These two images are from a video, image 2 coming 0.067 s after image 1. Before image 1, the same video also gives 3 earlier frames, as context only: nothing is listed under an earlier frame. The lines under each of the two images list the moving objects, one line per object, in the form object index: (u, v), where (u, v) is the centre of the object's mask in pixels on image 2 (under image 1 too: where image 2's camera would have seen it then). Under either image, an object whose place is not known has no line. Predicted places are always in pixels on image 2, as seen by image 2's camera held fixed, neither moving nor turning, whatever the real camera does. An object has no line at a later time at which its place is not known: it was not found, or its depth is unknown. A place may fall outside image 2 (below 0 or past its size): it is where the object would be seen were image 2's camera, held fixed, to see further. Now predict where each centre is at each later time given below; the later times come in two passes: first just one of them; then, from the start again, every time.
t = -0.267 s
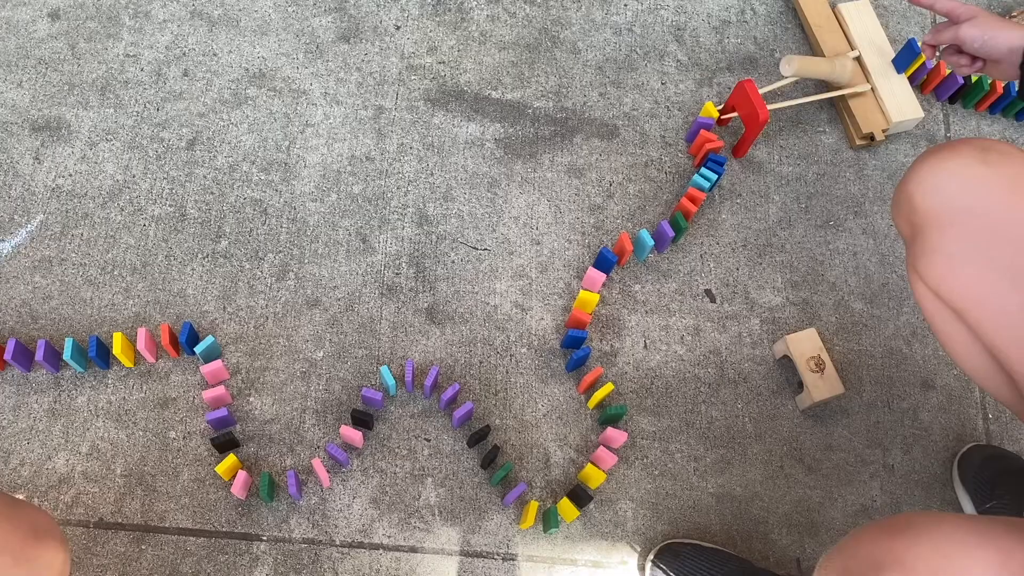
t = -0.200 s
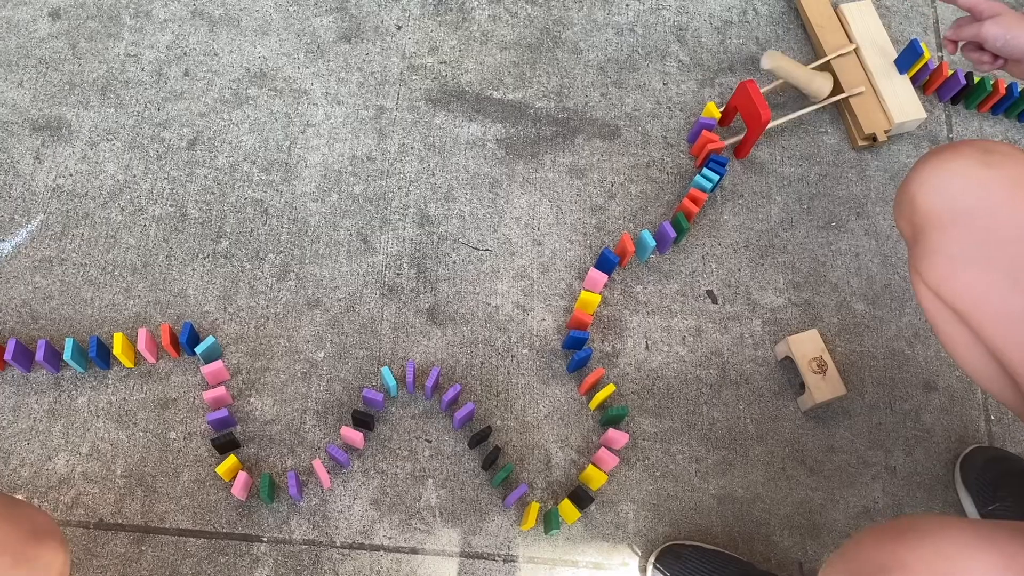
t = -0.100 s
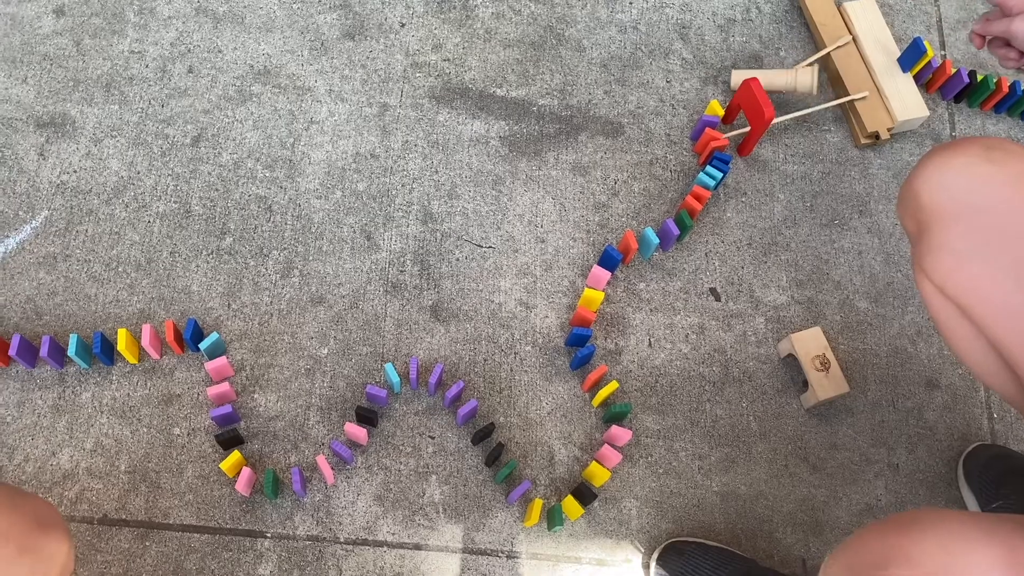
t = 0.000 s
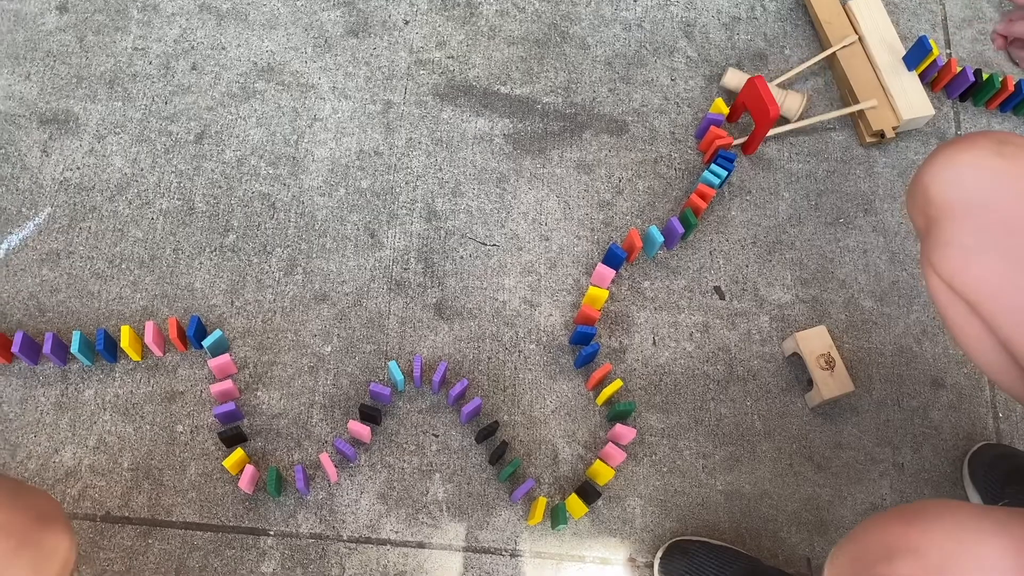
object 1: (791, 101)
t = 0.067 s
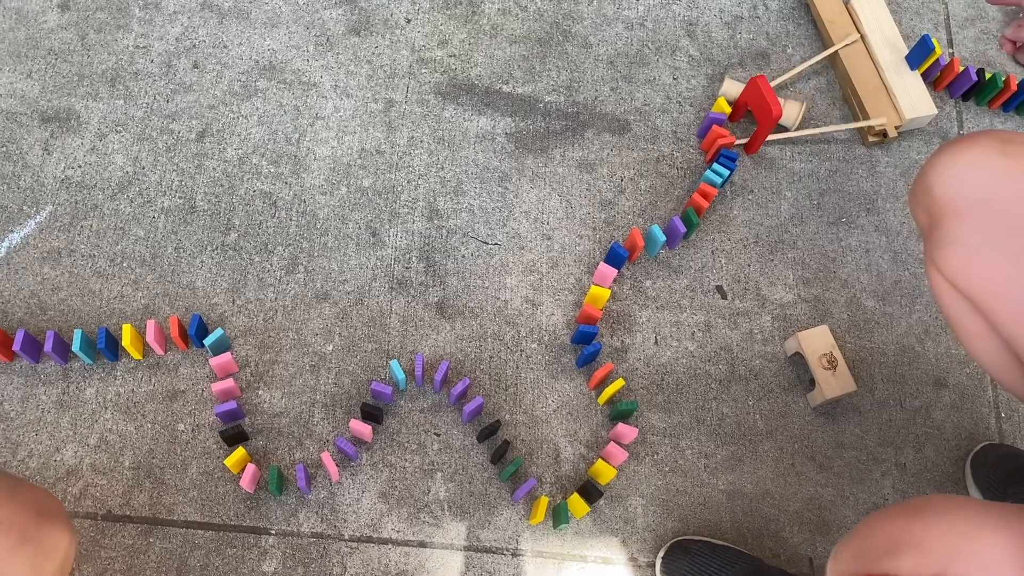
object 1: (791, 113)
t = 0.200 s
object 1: (787, 127)
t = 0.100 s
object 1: (791, 118)
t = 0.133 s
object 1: (789, 121)
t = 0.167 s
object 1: (788, 124)
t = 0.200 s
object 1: (787, 127)
